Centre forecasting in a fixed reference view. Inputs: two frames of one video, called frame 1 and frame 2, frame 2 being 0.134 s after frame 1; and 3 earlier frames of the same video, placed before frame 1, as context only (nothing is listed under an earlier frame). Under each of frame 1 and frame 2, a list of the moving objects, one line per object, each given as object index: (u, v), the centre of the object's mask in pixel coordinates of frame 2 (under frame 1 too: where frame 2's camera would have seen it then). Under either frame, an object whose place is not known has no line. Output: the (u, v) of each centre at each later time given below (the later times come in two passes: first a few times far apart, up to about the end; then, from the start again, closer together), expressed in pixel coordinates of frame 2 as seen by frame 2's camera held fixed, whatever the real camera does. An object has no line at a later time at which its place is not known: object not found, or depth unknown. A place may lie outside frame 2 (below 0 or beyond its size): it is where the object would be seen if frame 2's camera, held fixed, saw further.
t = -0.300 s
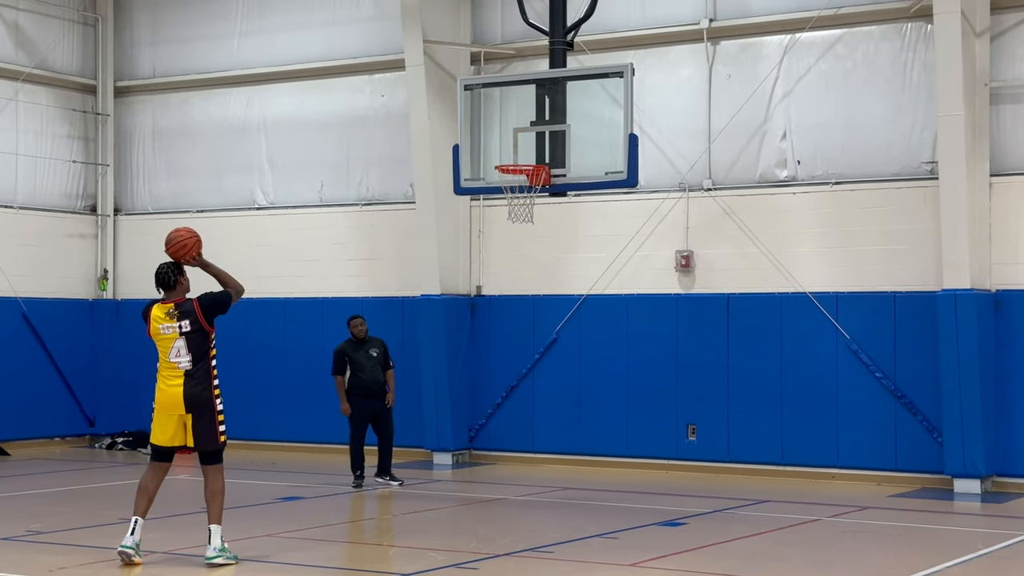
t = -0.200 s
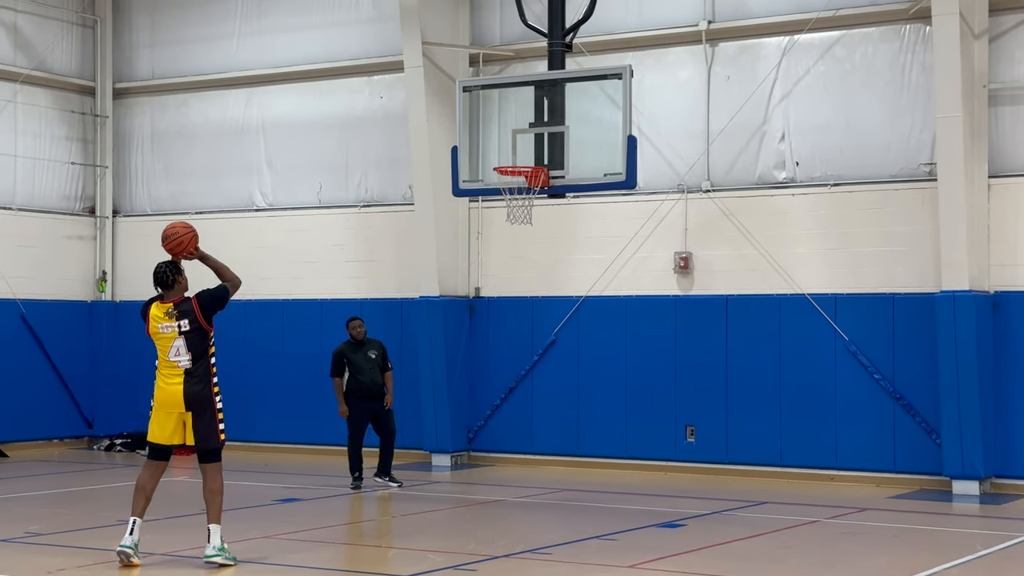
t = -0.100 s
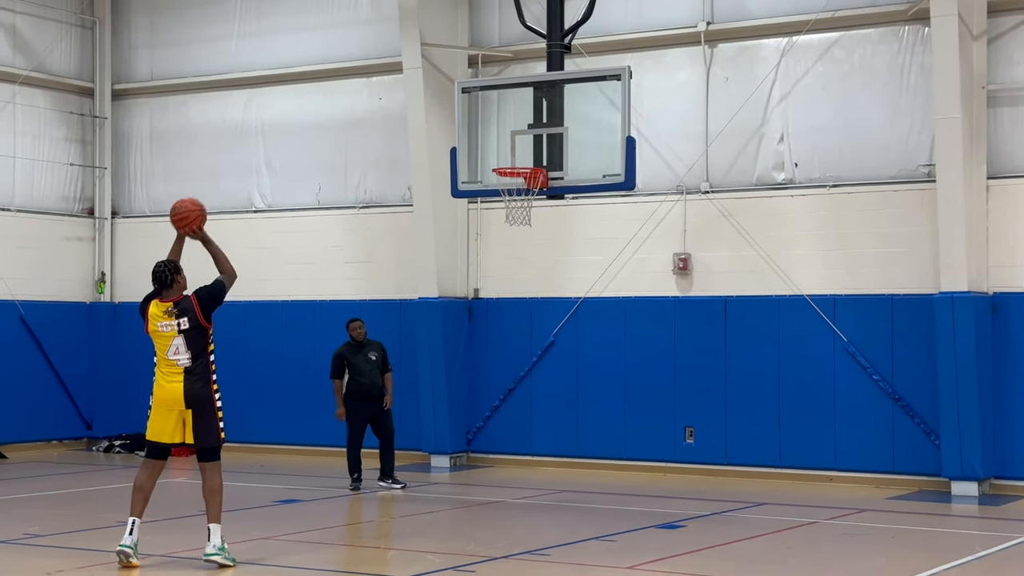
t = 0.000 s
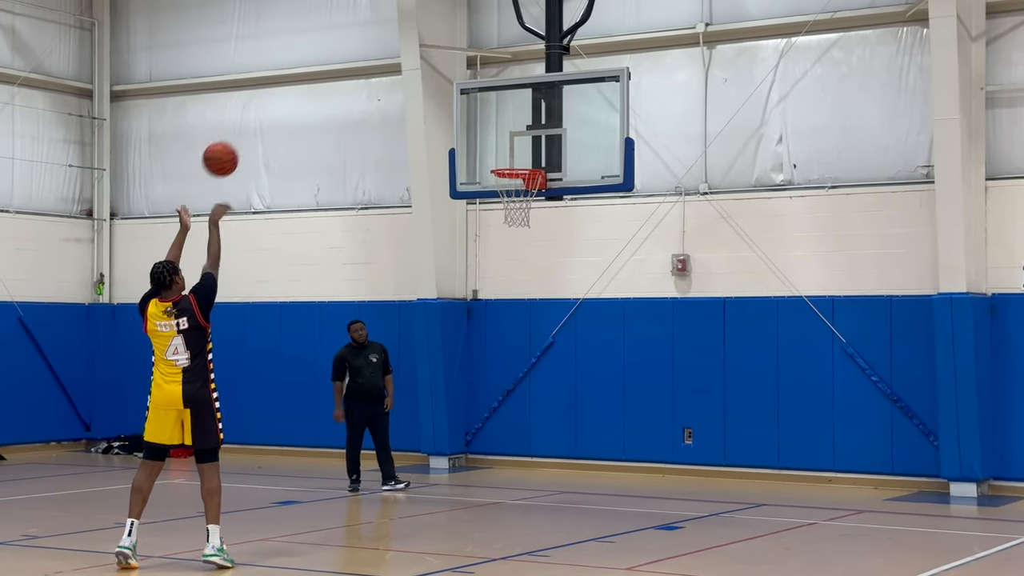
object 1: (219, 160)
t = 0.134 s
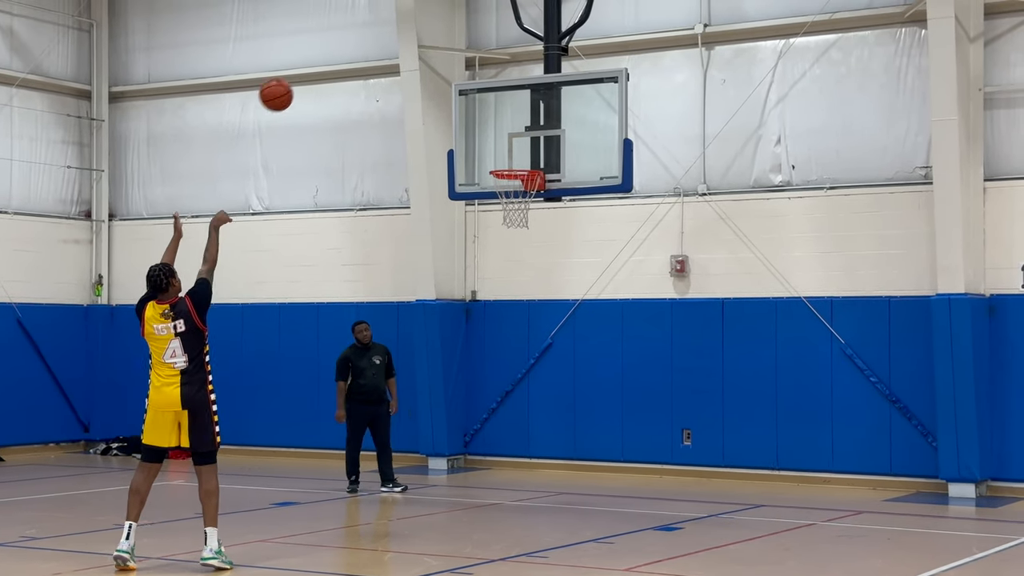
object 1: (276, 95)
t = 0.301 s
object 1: (339, 53)
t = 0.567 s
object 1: (426, 63)
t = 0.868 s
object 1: (501, 156)
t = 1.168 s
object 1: (523, 132)
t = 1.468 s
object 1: (523, 144)
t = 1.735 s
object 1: (522, 239)
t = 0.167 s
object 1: (290, 82)
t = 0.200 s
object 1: (303, 72)
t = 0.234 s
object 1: (315, 64)
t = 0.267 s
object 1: (327, 58)
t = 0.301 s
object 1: (339, 53)
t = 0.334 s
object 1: (351, 49)
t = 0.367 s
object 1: (363, 47)
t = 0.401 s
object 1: (374, 46)
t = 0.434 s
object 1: (384, 47)
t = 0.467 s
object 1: (395, 49)
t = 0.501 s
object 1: (406, 52)
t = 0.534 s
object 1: (416, 57)
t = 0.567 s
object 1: (426, 63)
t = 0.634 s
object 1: (440, 74)
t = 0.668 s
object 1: (450, 83)
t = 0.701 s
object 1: (459, 92)
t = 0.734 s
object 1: (468, 103)
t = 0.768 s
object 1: (476, 115)
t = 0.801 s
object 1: (485, 127)
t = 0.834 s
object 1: (493, 141)
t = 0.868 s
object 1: (501, 156)
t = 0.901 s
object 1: (506, 158)
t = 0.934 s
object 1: (511, 159)
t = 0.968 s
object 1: (517, 160)
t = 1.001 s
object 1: (522, 162)
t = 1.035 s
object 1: (523, 157)
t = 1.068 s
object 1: (523, 149)
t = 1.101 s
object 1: (523, 142)
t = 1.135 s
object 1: (523, 136)
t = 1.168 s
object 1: (523, 132)
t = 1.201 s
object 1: (523, 128)
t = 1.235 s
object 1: (523, 126)
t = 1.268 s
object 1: (523, 125)
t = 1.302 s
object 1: (523, 125)
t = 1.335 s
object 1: (523, 126)
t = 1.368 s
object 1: (523, 129)
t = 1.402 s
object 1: (523, 132)
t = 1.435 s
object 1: (523, 138)
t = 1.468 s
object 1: (523, 144)
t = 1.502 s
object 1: (522, 151)
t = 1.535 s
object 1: (523, 159)
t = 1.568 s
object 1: (523, 169)
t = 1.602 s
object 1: (523, 181)
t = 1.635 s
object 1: (522, 194)
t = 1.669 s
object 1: (522, 207)
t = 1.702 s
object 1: (523, 223)
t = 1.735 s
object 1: (522, 239)
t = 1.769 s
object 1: (522, 256)
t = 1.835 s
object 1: (522, 296)
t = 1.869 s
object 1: (523, 317)
